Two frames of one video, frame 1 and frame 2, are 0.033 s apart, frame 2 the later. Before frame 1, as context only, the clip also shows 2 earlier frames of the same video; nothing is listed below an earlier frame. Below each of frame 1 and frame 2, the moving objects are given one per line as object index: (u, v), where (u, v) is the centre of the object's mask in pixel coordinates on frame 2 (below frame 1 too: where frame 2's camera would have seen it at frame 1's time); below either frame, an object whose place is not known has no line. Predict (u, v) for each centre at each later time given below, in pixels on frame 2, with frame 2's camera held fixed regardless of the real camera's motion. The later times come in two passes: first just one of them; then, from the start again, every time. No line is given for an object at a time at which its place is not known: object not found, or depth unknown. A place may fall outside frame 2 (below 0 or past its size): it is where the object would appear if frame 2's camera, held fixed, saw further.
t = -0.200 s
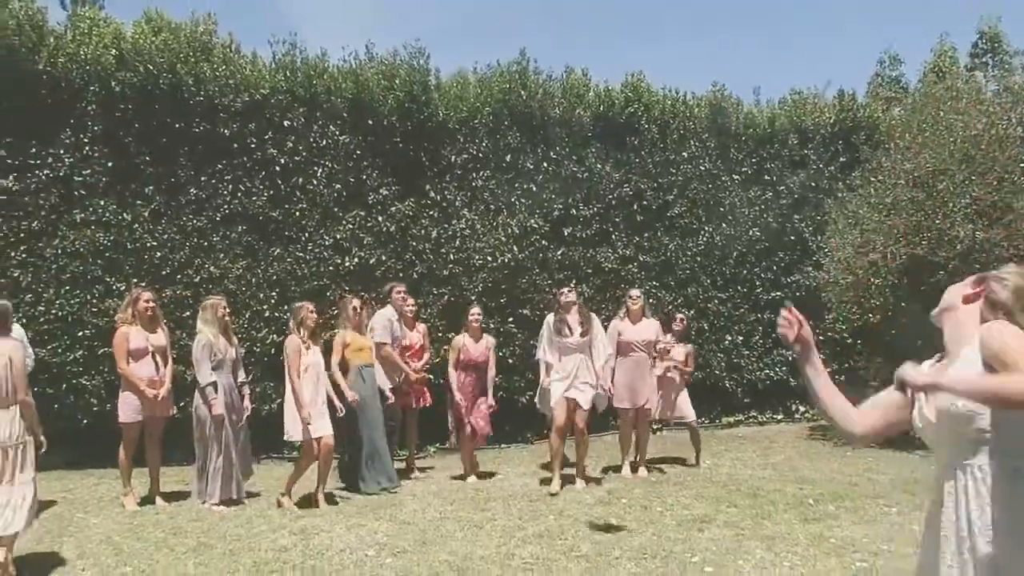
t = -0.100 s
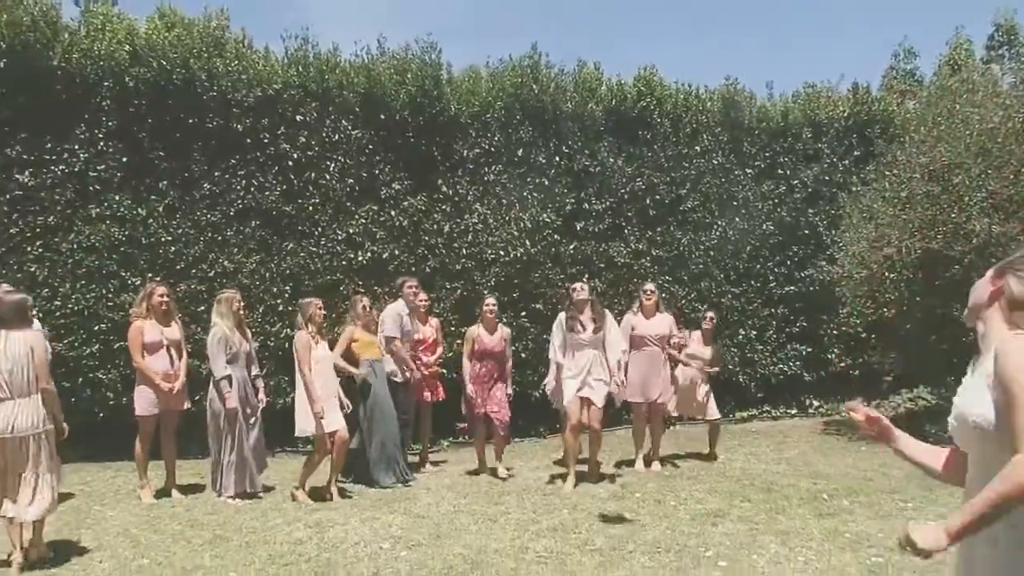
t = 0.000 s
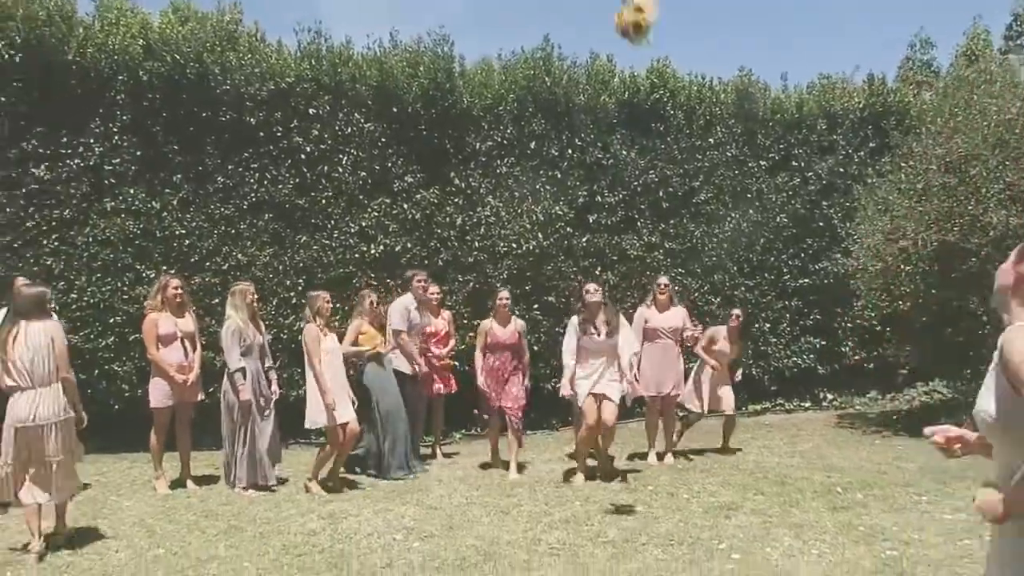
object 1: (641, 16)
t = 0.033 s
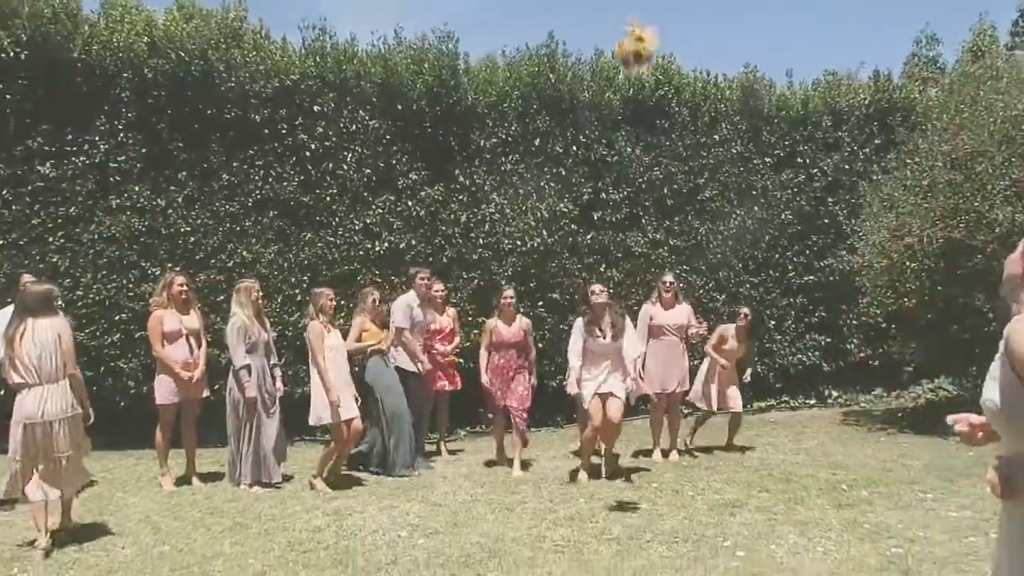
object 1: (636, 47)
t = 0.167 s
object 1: (627, 193)
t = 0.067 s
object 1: (635, 83)
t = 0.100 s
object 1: (632, 119)
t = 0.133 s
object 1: (630, 156)
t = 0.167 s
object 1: (627, 193)
